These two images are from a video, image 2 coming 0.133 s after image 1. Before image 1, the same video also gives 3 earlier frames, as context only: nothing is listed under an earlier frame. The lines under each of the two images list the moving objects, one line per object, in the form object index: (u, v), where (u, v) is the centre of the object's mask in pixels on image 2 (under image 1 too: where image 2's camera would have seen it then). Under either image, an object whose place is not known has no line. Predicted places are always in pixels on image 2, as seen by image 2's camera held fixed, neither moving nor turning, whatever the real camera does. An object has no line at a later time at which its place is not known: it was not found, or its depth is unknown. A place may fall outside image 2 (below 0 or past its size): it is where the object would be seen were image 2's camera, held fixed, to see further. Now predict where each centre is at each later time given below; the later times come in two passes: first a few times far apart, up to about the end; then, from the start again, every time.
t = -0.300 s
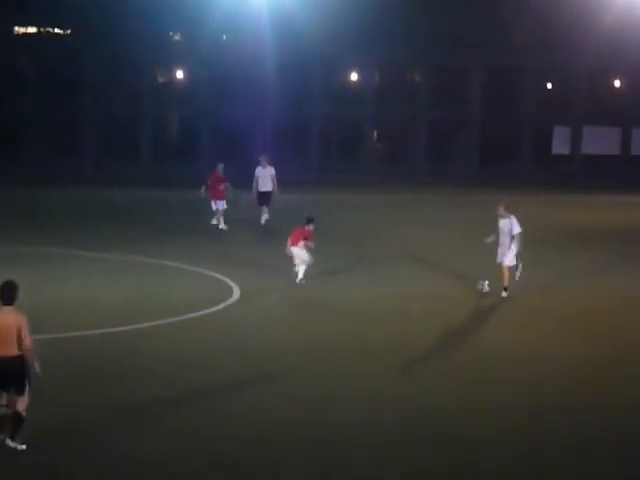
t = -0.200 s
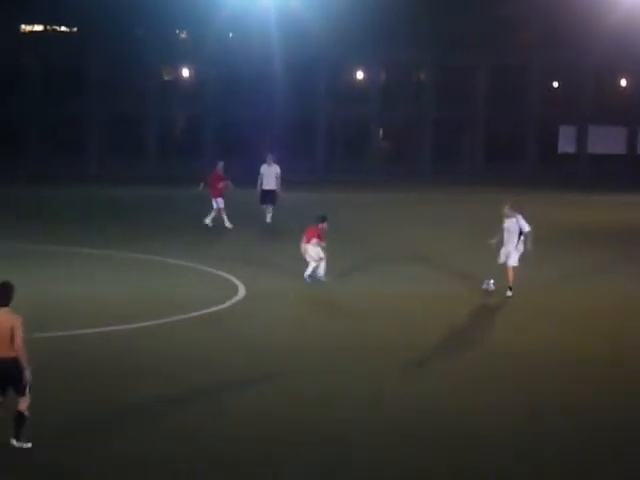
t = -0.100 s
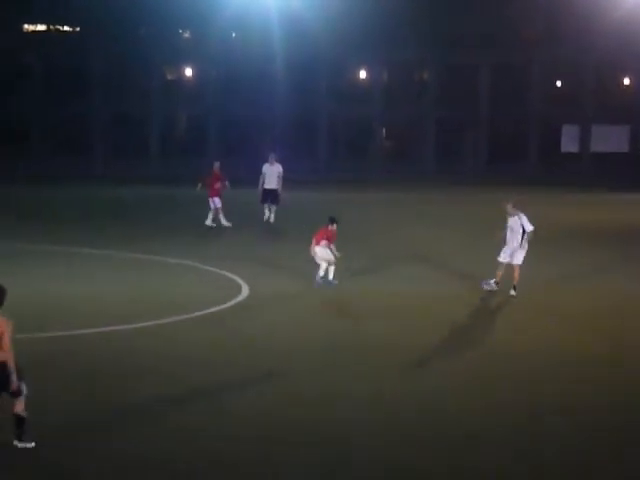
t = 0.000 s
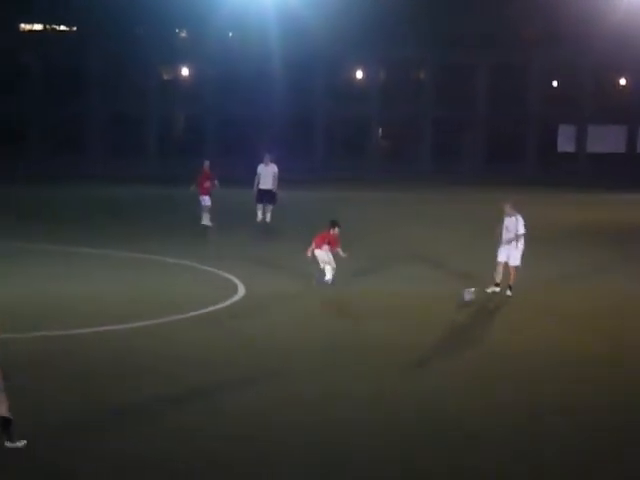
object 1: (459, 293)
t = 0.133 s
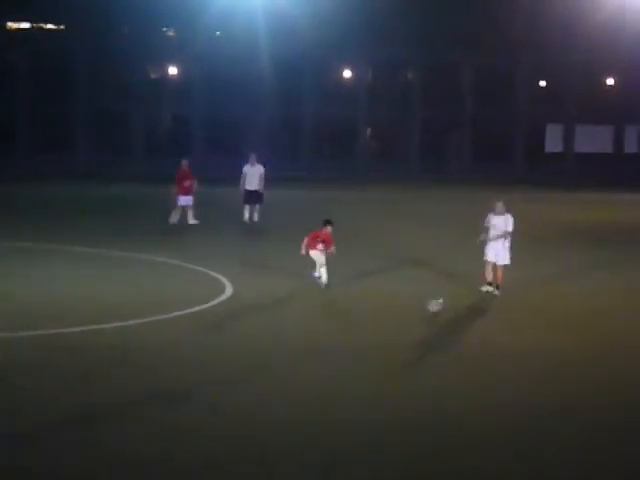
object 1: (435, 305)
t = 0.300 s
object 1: (407, 324)
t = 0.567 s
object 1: (374, 347)
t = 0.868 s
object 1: (344, 375)
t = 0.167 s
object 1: (427, 310)
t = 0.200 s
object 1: (422, 313)
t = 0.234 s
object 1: (417, 316)
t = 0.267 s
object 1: (412, 319)
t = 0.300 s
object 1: (407, 324)
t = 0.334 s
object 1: (403, 327)
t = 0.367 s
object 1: (398, 328)
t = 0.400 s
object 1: (394, 331)
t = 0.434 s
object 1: (390, 334)
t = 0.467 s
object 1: (385, 339)
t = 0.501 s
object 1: (382, 341)
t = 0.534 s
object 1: (378, 344)
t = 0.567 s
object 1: (374, 347)
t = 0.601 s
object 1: (369, 351)
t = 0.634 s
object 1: (366, 355)
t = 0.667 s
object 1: (363, 357)
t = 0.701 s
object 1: (358, 360)
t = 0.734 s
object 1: (355, 364)
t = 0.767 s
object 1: (352, 367)
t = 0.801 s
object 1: (350, 370)
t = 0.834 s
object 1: (347, 372)
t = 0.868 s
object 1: (344, 375)
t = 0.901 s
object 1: (342, 379)
